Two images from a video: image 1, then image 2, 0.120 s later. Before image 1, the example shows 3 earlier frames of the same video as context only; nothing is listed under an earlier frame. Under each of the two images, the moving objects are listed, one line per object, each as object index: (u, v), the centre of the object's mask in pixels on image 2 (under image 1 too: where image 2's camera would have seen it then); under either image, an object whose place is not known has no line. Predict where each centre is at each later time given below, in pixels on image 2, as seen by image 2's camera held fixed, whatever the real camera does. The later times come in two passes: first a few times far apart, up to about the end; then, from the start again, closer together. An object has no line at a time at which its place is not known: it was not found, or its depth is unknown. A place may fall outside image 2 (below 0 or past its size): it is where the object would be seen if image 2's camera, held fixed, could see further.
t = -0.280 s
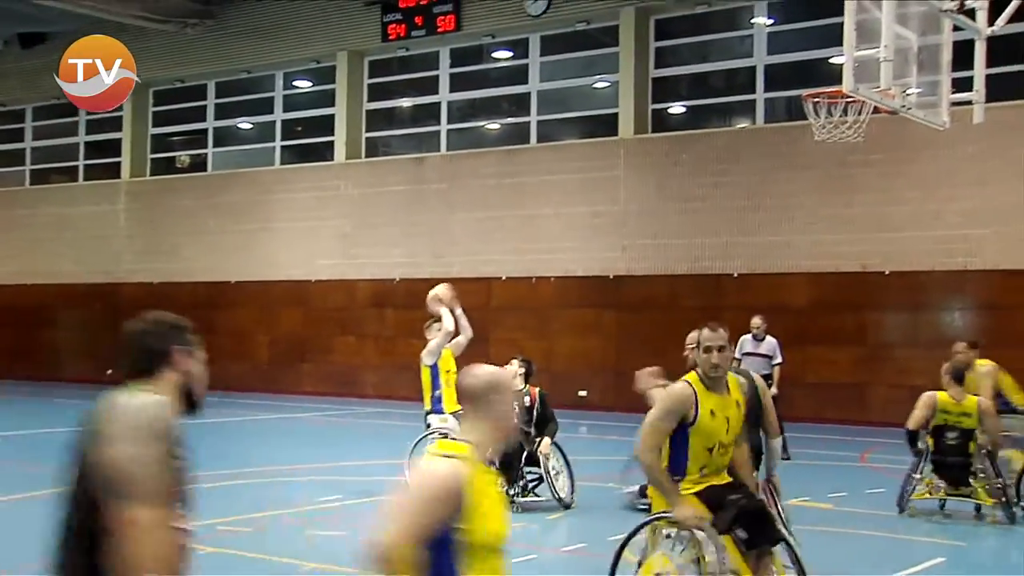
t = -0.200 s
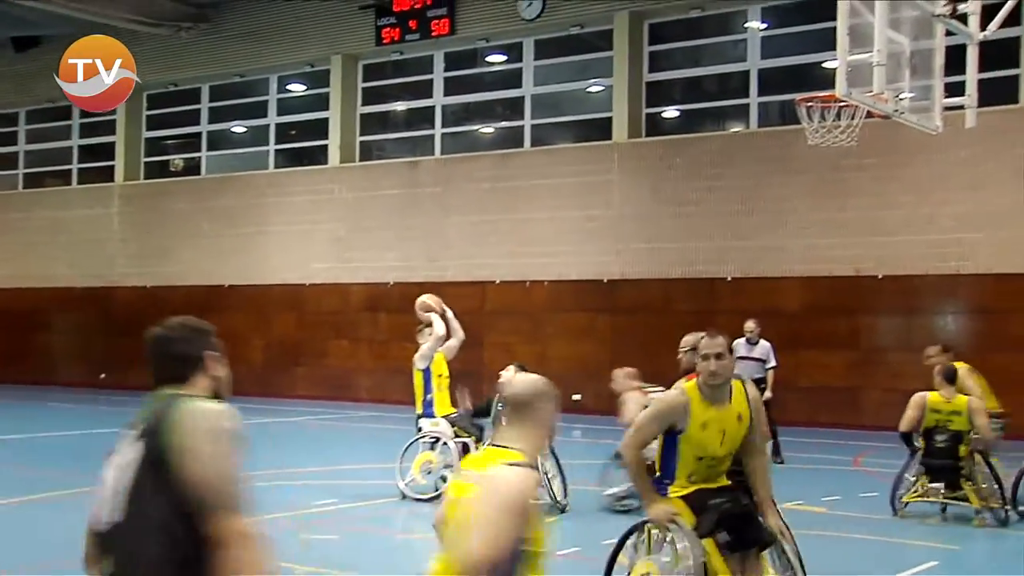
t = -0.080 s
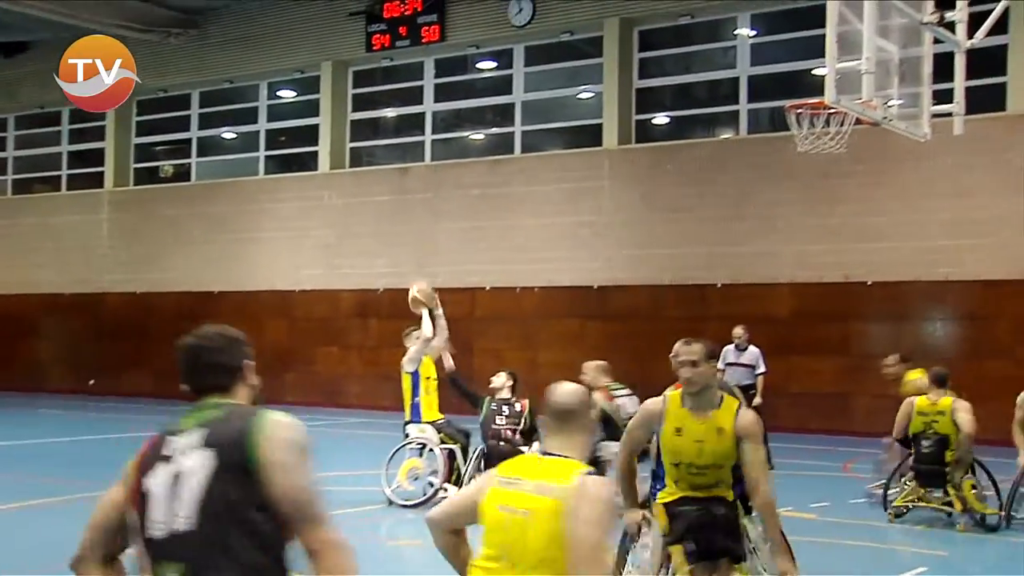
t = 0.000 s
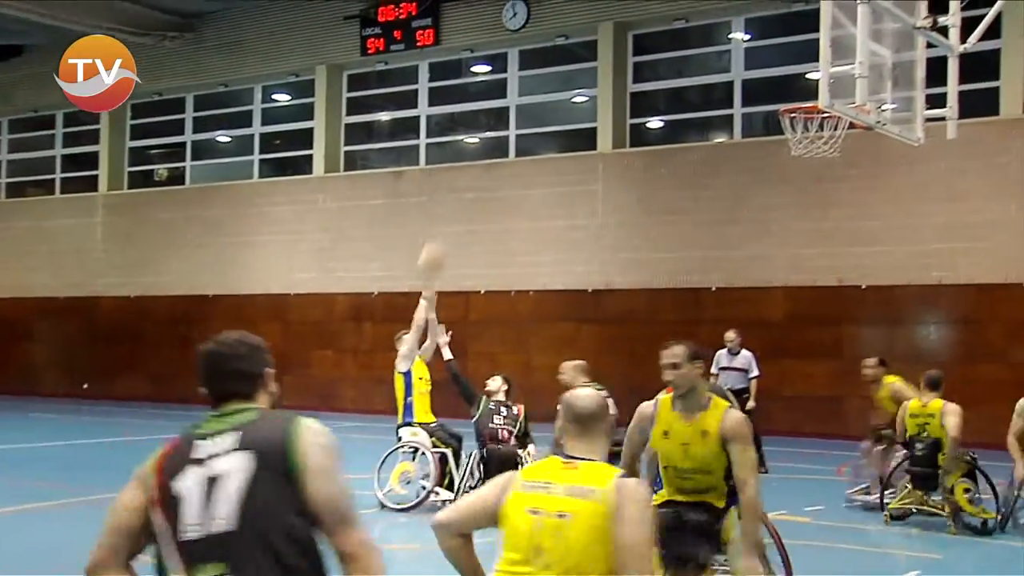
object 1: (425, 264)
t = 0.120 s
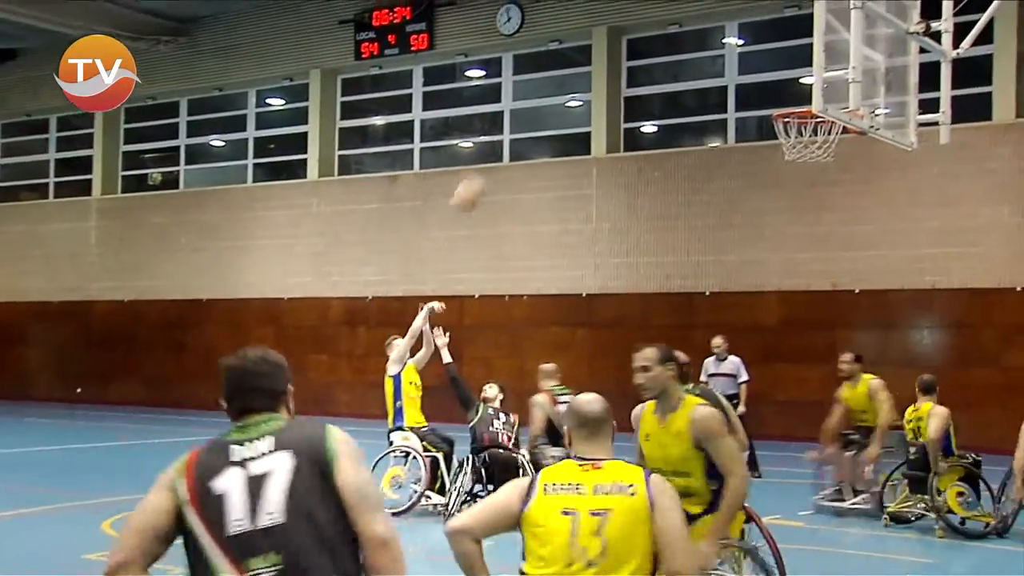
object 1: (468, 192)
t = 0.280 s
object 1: (526, 120)
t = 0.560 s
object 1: (639, 56)
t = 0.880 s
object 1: (787, 95)
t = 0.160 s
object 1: (483, 172)
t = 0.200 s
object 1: (496, 153)
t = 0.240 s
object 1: (511, 135)
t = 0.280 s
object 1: (526, 120)
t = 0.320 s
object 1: (540, 105)
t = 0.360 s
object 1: (556, 93)
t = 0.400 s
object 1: (571, 83)
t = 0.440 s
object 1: (591, 74)
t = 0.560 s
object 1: (639, 56)
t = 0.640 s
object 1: (673, 52)
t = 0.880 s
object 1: (787, 95)
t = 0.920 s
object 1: (802, 105)
